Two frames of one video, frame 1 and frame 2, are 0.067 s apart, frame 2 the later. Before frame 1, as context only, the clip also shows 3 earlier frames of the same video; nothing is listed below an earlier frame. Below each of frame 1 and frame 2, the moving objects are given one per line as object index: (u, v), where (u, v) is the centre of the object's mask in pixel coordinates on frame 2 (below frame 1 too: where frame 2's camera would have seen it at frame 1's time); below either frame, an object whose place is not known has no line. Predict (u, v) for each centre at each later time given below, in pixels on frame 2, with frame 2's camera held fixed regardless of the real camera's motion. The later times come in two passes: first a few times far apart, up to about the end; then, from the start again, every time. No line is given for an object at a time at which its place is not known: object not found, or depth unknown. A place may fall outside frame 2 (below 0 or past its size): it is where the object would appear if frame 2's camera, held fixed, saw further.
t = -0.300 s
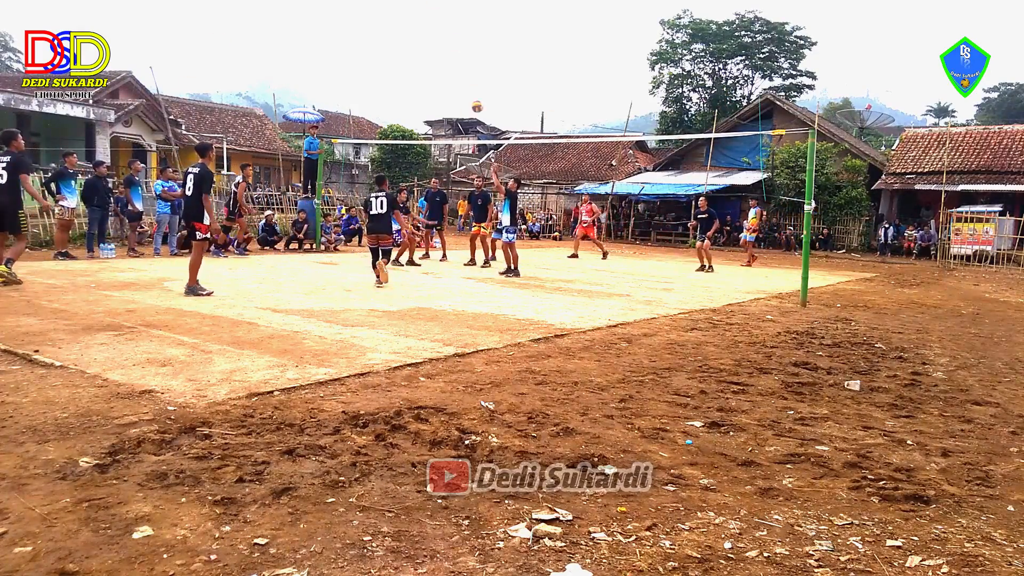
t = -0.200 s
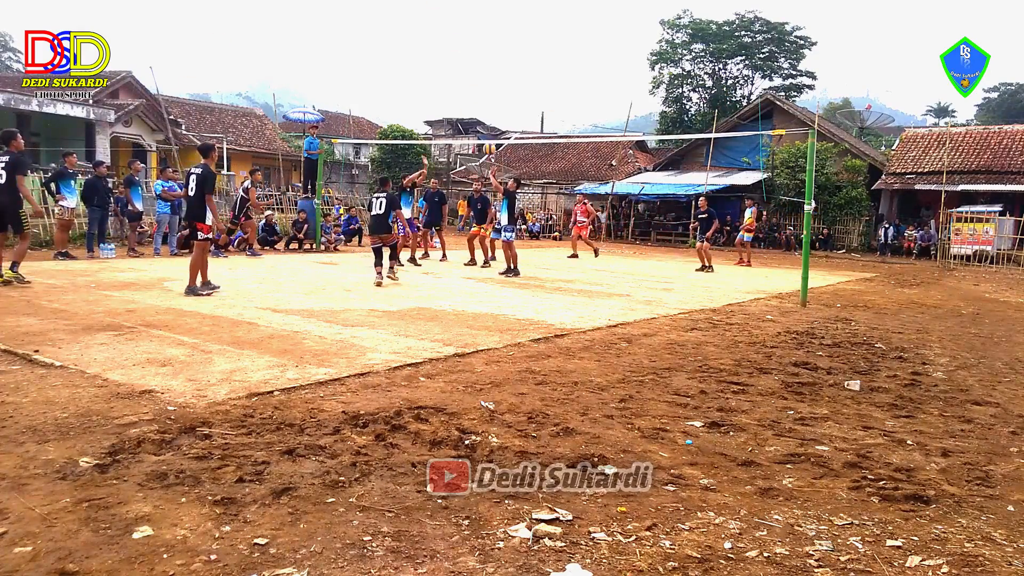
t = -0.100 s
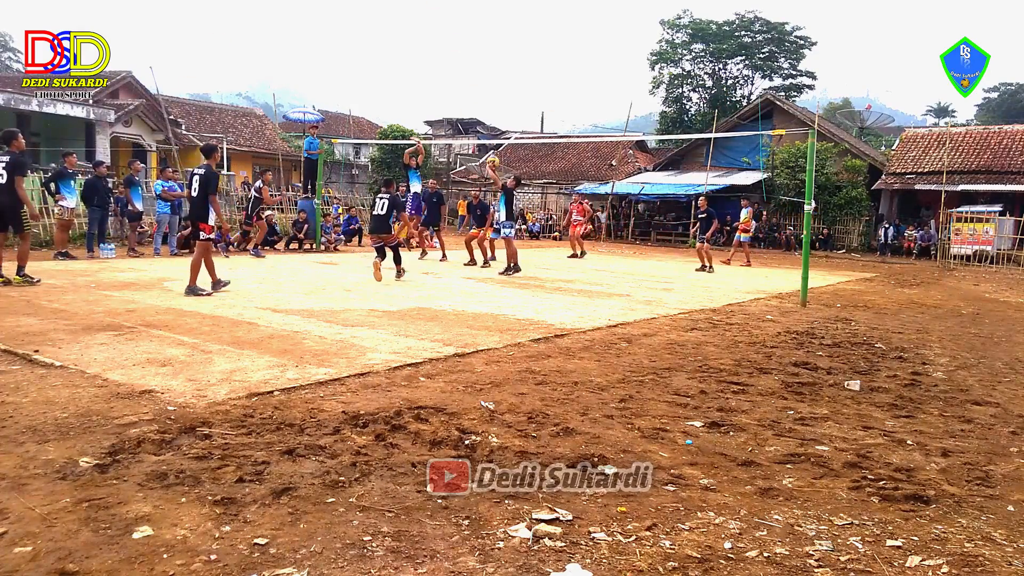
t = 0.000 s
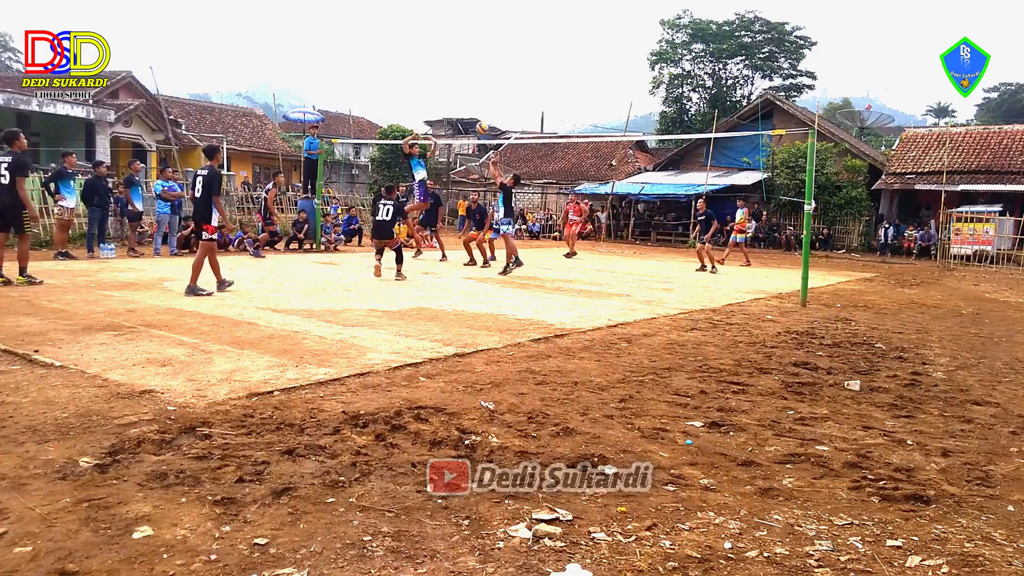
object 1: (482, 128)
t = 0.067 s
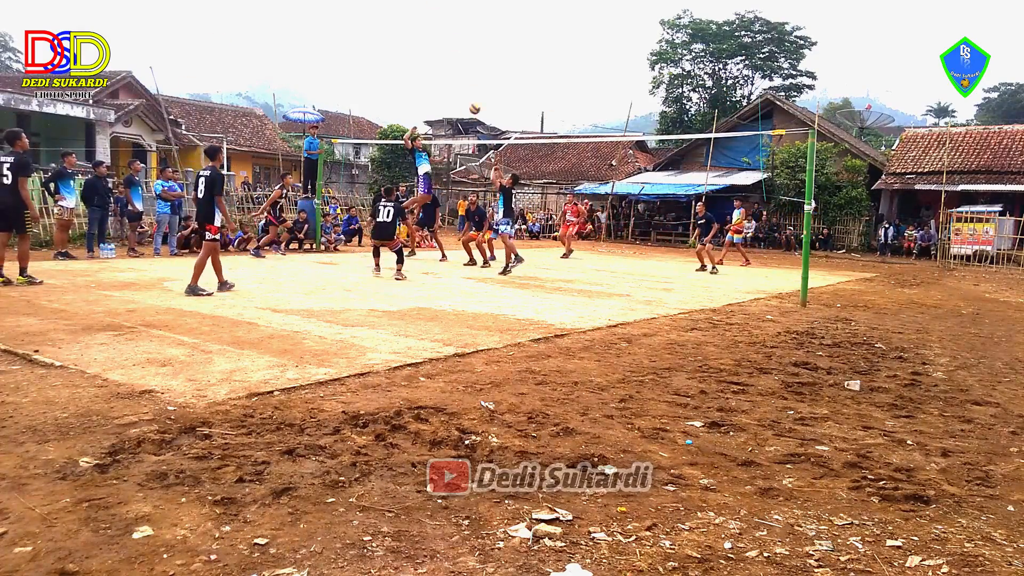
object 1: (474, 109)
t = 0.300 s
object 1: (450, 63)
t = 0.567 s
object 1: (424, 49)
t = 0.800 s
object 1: (400, 69)
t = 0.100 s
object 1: (471, 100)
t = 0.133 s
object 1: (468, 92)
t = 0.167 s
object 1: (464, 85)
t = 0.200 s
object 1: (461, 78)
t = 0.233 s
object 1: (457, 73)
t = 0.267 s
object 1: (454, 67)
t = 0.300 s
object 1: (450, 63)
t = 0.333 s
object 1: (447, 59)
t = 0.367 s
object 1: (444, 56)
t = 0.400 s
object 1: (440, 53)
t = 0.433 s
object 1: (437, 51)
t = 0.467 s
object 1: (434, 50)
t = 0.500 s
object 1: (430, 49)
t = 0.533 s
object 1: (427, 49)
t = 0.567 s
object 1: (424, 49)
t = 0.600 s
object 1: (420, 51)
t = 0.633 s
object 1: (417, 52)
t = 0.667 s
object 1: (413, 54)
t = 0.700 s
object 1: (410, 57)
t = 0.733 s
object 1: (407, 60)
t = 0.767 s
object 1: (403, 64)
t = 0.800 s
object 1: (400, 69)
